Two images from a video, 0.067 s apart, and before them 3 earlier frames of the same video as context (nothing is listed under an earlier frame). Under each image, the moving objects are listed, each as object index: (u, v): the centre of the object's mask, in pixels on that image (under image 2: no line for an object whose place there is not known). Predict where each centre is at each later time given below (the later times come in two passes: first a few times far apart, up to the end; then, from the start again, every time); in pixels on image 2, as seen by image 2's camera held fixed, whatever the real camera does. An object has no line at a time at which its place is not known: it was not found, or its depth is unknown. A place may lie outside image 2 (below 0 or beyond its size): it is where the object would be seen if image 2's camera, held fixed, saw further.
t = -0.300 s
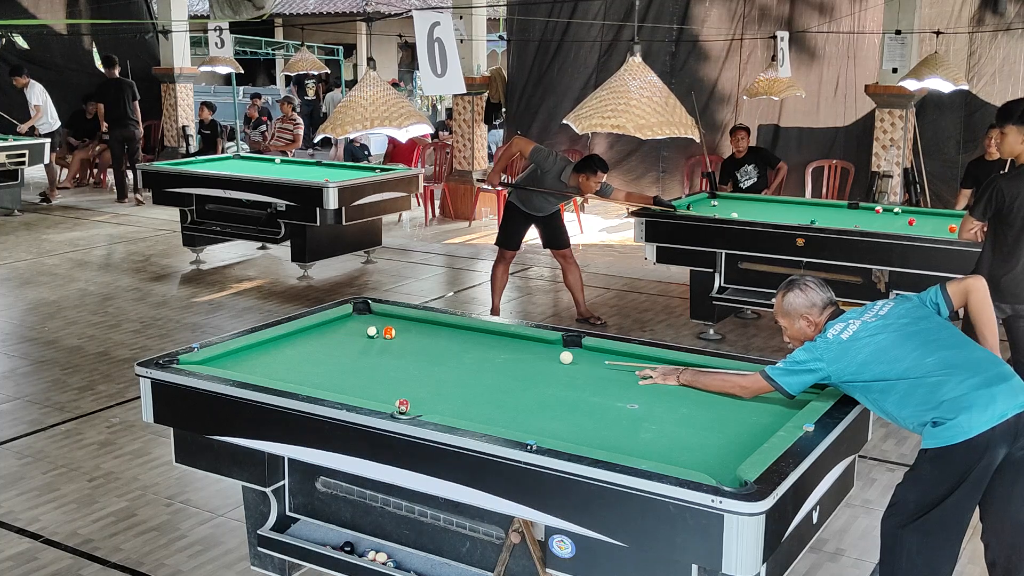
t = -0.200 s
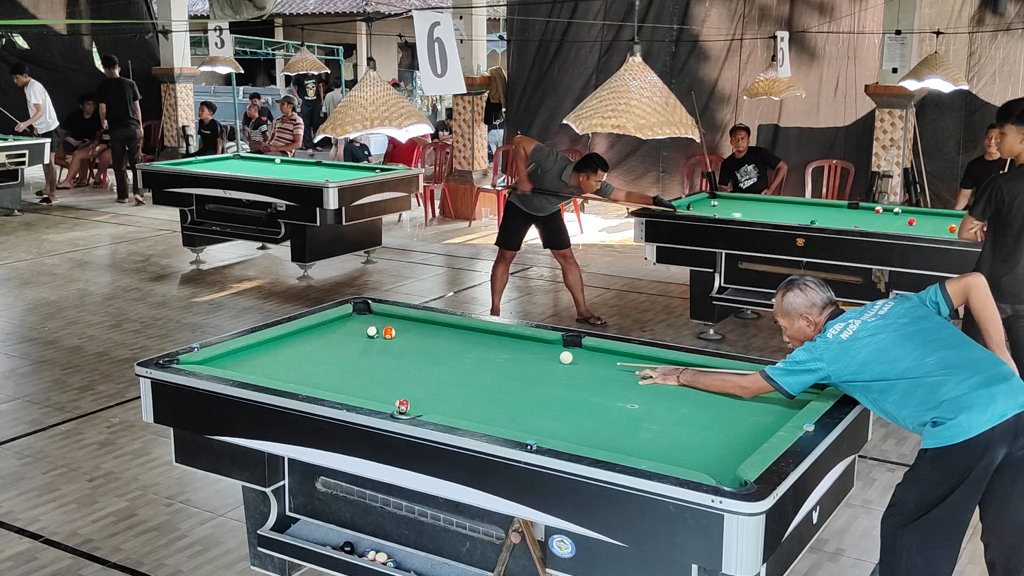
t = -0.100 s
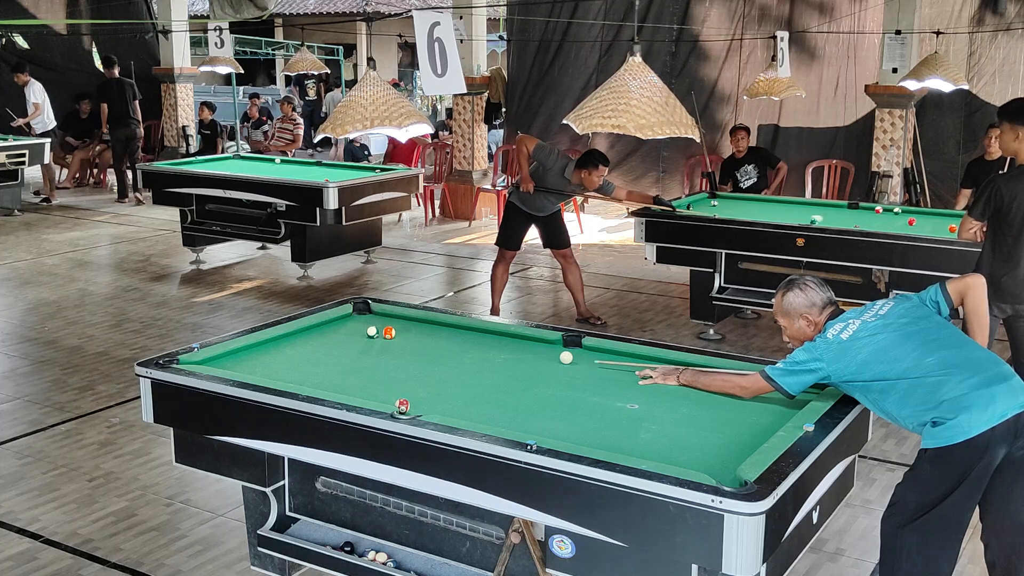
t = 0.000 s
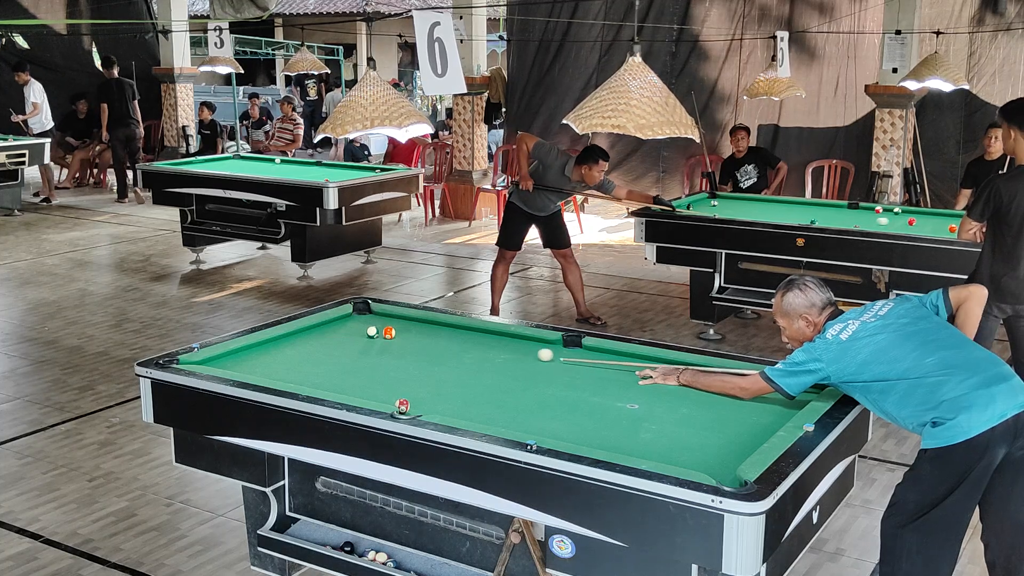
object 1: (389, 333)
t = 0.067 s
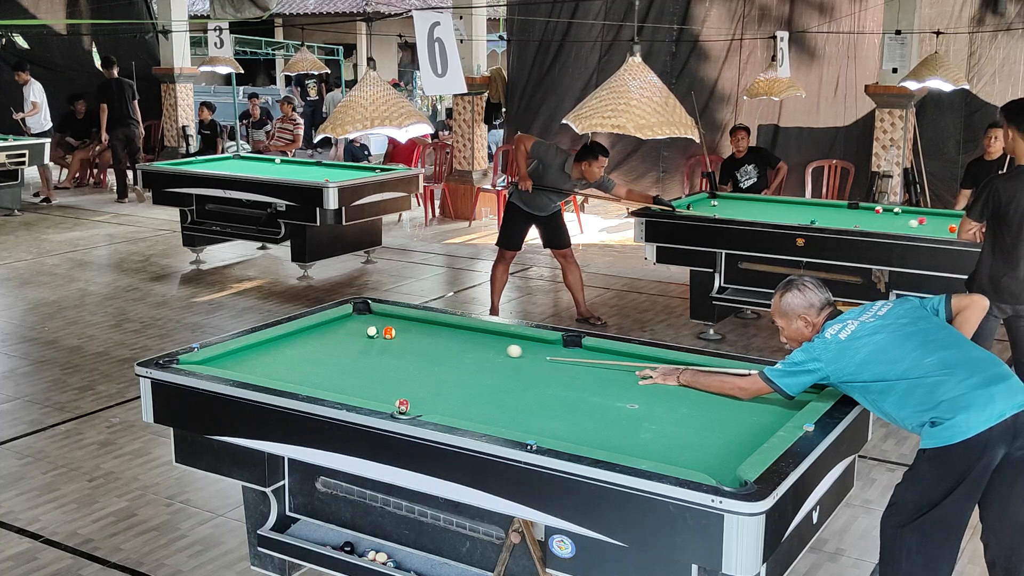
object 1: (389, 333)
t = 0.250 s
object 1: (389, 333)
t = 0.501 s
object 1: (388, 330)
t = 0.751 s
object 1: (383, 323)
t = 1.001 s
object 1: (378, 317)
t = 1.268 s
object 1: (374, 312)
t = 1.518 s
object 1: (362, 312)
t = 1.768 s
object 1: (357, 313)
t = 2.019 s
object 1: (359, 313)
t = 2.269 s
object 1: (361, 314)
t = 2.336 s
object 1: (361, 314)
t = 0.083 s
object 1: (389, 333)
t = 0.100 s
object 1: (389, 333)
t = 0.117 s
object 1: (389, 333)
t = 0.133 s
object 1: (389, 333)
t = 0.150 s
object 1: (389, 333)
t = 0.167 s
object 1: (389, 333)
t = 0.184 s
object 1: (389, 333)
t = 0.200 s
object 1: (389, 333)
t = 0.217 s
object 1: (389, 333)
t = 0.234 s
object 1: (389, 333)
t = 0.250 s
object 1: (389, 333)
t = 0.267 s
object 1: (389, 333)
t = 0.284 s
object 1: (389, 333)
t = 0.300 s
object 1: (389, 333)
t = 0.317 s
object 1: (389, 333)
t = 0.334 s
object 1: (389, 333)
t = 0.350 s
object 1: (389, 333)
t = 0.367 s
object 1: (389, 333)
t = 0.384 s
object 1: (389, 333)
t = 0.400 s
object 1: (389, 333)
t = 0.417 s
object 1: (388, 332)
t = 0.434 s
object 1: (387, 331)
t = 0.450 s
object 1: (389, 329)
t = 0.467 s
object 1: (390, 330)
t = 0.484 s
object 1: (389, 330)
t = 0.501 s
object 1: (388, 330)
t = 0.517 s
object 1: (387, 330)
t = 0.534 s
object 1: (387, 329)
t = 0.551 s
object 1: (386, 329)
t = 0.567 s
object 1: (386, 328)
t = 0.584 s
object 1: (386, 328)
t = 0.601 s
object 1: (386, 327)
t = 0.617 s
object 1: (385, 327)
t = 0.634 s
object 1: (385, 326)
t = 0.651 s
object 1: (385, 326)
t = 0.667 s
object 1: (384, 326)
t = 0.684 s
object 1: (384, 325)
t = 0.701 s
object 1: (384, 325)
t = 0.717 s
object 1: (383, 324)
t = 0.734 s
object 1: (383, 324)
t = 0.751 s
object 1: (383, 323)
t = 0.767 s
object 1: (382, 323)
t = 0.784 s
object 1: (382, 322)
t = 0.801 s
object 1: (382, 322)
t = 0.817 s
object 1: (381, 322)
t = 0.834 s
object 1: (381, 321)
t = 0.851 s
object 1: (381, 321)
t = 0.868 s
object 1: (380, 320)
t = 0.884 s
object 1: (380, 320)
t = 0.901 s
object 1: (380, 319)
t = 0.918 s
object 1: (380, 319)
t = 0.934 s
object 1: (379, 319)
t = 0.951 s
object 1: (379, 318)
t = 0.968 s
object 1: (379, 318)
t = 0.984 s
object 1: (378, 317)
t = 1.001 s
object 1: (378, 317)
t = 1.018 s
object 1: (378, 317)
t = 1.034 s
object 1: (378, 316)
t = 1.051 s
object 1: (377, 316)
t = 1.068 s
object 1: (377, 316)
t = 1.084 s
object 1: (377, 315)
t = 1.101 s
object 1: (377, 315)
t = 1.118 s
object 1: (377, 315)
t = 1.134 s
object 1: (376, 314)
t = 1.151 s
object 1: (376, 314)
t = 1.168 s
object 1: (376, 314)
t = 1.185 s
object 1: (376, 313)
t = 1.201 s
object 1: (375, 313)
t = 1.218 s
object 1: (375, 313)
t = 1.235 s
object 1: (375, 312)
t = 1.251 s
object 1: (375, 312)
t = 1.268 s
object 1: (374, 312)
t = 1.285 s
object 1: (373, 312)
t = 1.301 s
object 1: (372, 312)
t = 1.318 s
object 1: (371, 312)
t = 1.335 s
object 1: (370, 312)
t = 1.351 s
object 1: (370, 312)
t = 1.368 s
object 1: (369, 312)
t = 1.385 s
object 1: (368, 312)
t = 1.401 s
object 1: (367, 312)
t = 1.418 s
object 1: (366, 312)
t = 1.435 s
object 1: (365, 312)
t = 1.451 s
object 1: (365, 312)
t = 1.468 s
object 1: (364, 312)
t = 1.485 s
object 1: (363, 312)
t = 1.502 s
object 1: (362, 312)
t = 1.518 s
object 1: (362, 312)
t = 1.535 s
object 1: (361, 312)
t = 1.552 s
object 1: (360, 312)
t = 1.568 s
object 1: (360, 312)
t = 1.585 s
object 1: (359, 312)
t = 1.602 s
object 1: (358, 312)
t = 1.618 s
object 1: (357, 312)
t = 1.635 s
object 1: (357, 312)
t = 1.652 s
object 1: (356, 312)
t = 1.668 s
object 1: (356, 312)
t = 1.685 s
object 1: (356, 312)
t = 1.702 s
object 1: (356, 312)
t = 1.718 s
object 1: (356, 312)
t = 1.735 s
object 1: (356, 312)
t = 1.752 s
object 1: (357, 312)
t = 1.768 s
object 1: (357, 313)
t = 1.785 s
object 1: (357, 312)
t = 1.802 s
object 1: (357, 312)
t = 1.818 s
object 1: (357, 313)
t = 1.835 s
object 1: (358, 313)
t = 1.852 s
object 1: (358, 313)
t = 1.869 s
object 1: (358, 313)
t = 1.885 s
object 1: (358, 313)
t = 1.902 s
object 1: (358, 313)
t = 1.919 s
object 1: (358, 313)
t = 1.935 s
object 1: (358, 313)
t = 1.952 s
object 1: (359, 313)
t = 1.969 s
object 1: (359, 313)
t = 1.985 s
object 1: (359, 313)
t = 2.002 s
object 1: (359, 313)
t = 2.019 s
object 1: (359, 313)
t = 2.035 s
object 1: (359, 313)
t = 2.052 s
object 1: (359, 313)
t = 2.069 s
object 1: (360, 314)
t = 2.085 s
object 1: (360, 314)
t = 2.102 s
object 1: (360, 314)
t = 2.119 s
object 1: (360, 314)
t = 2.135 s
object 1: (360, 314)
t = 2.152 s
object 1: (360, 314)
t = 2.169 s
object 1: (360, 314)
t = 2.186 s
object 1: (360, 314)
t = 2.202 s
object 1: (360, 314)
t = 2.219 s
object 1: (360, 314)
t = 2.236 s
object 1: (360, 314)
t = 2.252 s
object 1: (361, 314)
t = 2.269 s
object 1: (361, 314)
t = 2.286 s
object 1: (361, 314)
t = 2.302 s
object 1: (361, 314)
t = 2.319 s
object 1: (361, 314)
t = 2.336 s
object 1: (361, 314)
